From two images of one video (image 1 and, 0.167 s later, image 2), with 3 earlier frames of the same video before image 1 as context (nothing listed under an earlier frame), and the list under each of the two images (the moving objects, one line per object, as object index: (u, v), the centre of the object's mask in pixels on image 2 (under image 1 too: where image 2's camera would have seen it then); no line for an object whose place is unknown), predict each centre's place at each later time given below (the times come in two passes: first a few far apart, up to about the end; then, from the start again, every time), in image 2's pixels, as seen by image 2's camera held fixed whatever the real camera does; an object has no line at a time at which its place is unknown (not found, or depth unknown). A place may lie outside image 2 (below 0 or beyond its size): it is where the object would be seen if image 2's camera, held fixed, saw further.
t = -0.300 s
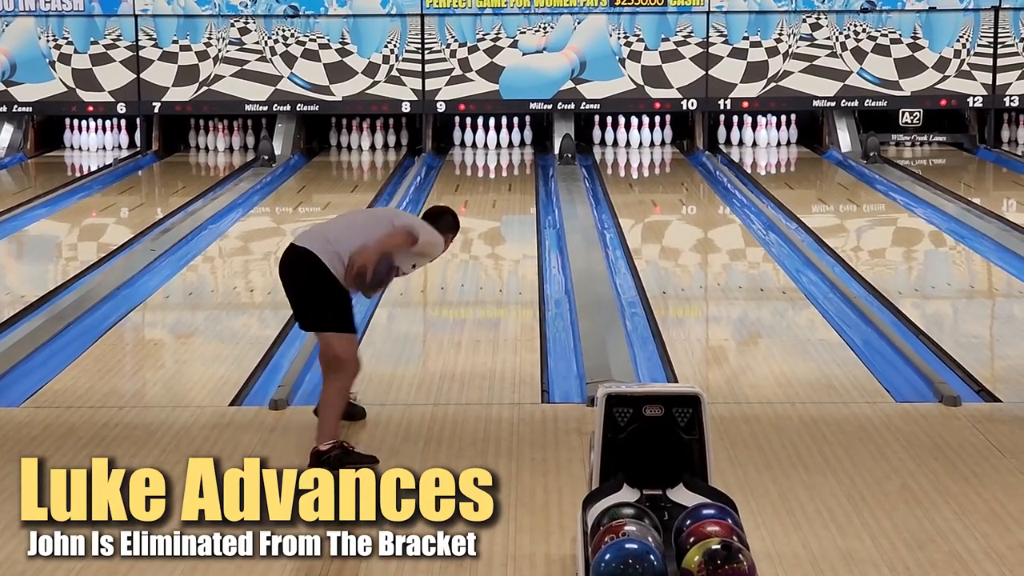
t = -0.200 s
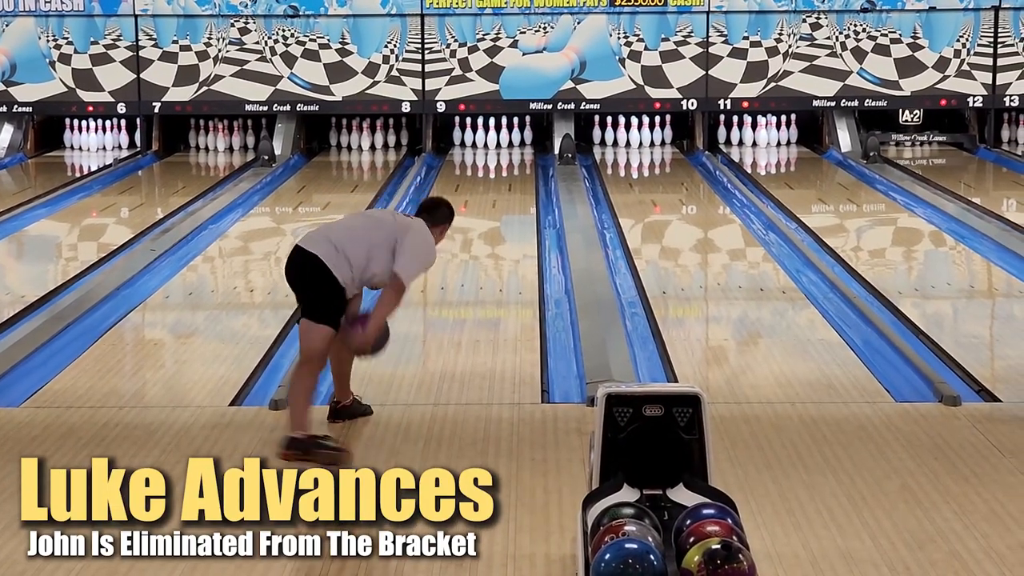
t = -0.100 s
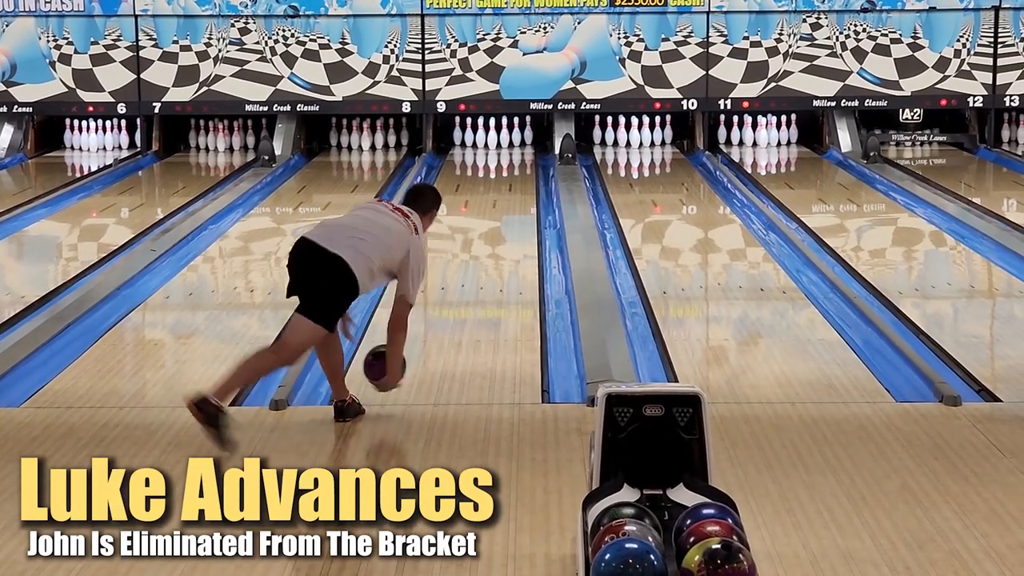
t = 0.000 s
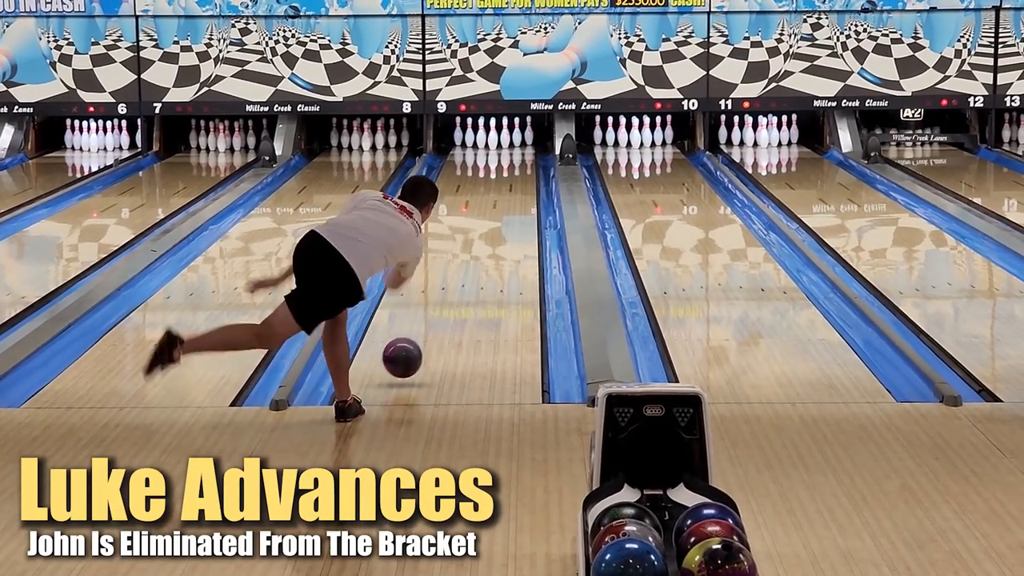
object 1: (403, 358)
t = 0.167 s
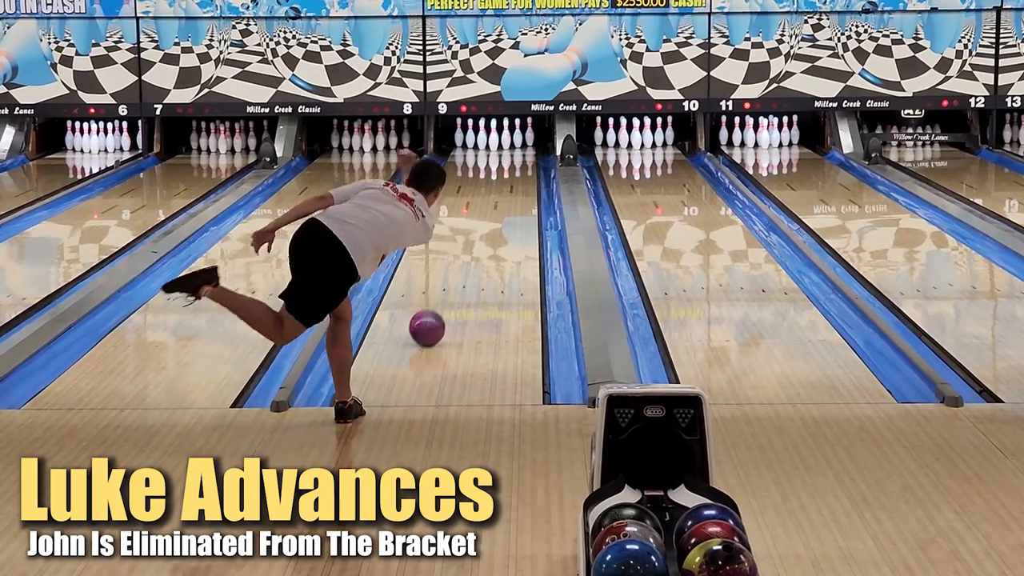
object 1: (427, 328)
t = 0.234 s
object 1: (435, 315)
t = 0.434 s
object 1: (456, 281)
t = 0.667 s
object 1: (473, 249)
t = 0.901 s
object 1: (487, 223)
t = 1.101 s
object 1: (495, 204)
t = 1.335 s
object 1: (502, 187)
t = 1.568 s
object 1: (506, 172)
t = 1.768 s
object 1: (506, 162)
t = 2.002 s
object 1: (503, 150)
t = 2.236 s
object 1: (500, 141)
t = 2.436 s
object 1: (500, 138)
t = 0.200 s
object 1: (431, 321)
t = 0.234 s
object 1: (435, 315)
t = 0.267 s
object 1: (439, 308)
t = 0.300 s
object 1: (442, 302)
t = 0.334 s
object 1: (446, 297)
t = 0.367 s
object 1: (449, 291)
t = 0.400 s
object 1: (453, 286)
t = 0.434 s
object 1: (456, 281)
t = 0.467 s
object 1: (459, 276)
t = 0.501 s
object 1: (461, 271)
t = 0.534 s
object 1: (464, 267)
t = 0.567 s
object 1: (466, 262)
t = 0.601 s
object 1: (469, 258)
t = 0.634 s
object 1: (471, 253)
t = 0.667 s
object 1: (473, 249)
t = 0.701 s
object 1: (475, 245)
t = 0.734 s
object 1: (477, 241)
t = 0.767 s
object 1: (480, 237)
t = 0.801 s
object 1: (481, 233)
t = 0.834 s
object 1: (483, 230)
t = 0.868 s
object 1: (485, 226)
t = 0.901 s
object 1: (487, 223)
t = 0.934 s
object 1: (488, 220)
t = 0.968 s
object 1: (490, 216)
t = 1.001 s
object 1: (491, 213)
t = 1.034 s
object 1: (492, 210)
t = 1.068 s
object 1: (494, 207)
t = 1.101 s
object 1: (495, 204)
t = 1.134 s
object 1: (496, 202)
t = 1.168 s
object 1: (497, 199)
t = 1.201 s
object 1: (498, 197)
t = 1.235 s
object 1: (499, 194)
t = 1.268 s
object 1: (501, 192)
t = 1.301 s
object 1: (501, 190)
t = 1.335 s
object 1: (502, 187)
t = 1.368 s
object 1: (503, 185)
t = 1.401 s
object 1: (504, 183)
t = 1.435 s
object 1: (504, 181)
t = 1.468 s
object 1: (505, 179)
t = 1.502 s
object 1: (505, 176)
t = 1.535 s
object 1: (506, 174)
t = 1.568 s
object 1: (506, 172)
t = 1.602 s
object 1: (506, 171)
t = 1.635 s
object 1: (506, 168)
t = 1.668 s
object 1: (506, 166)
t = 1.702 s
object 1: (507, 165)
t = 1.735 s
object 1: (507, 163)
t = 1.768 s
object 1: (506, 162)
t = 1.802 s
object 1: (506, 160)
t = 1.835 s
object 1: (506, 158)
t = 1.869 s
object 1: (506, 157)
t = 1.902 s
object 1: (505, 155)
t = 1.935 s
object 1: (505, 154)
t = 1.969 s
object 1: (504, 152)
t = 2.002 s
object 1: (503, 150)
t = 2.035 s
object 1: (502, 149)
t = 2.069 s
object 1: (502, 147)
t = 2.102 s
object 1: (501, 146)
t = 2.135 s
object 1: (500, 144)
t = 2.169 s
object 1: (499, 143)
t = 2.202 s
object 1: (499, 142)
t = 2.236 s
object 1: (500, 141)
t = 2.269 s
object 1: (499, 140)
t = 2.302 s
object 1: (500, 140)
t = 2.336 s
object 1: (500, 139)
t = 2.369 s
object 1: (500, 139)
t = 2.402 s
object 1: (500, 138)
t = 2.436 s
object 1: (500, 138)
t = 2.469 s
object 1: (499, 137)
